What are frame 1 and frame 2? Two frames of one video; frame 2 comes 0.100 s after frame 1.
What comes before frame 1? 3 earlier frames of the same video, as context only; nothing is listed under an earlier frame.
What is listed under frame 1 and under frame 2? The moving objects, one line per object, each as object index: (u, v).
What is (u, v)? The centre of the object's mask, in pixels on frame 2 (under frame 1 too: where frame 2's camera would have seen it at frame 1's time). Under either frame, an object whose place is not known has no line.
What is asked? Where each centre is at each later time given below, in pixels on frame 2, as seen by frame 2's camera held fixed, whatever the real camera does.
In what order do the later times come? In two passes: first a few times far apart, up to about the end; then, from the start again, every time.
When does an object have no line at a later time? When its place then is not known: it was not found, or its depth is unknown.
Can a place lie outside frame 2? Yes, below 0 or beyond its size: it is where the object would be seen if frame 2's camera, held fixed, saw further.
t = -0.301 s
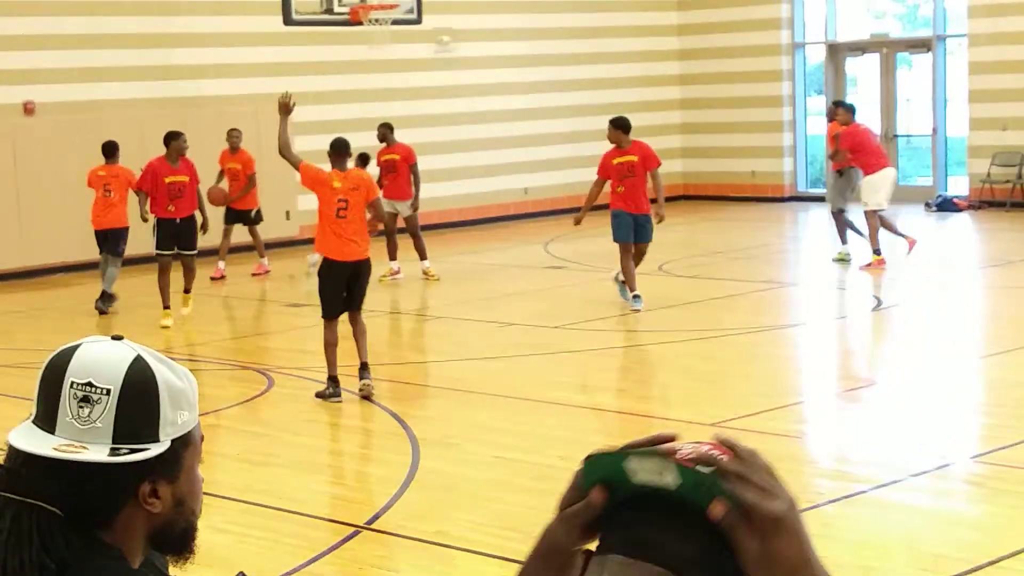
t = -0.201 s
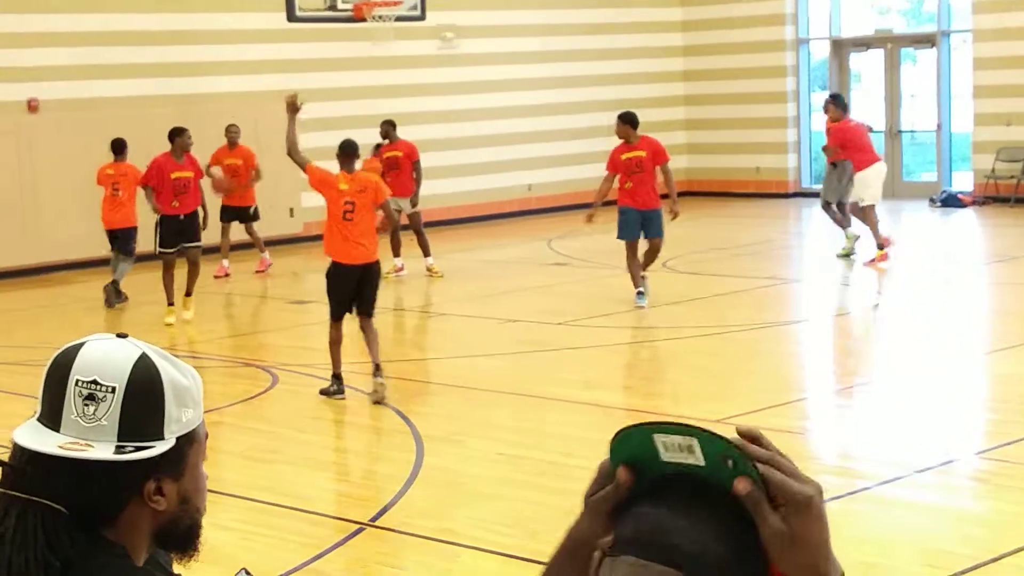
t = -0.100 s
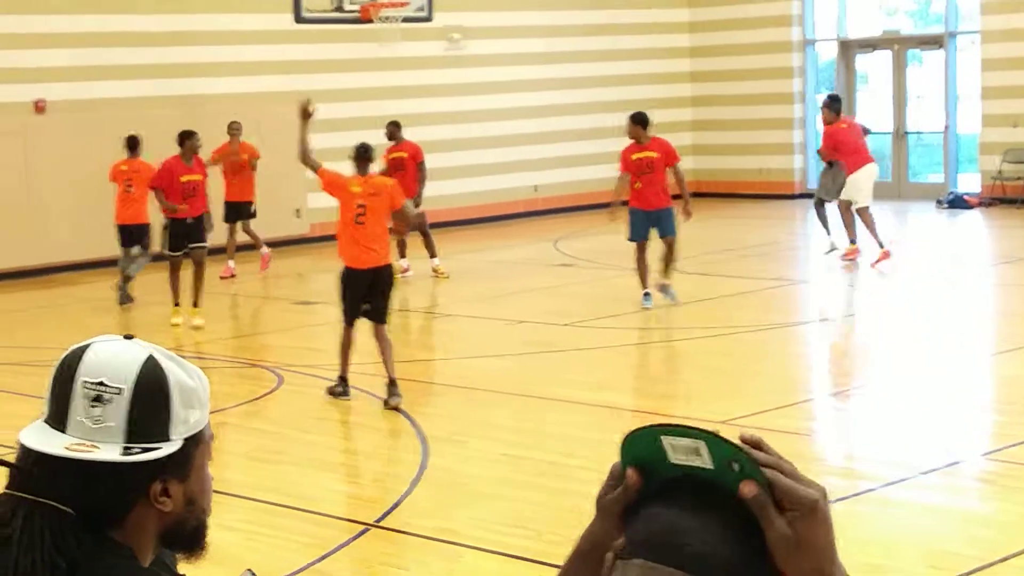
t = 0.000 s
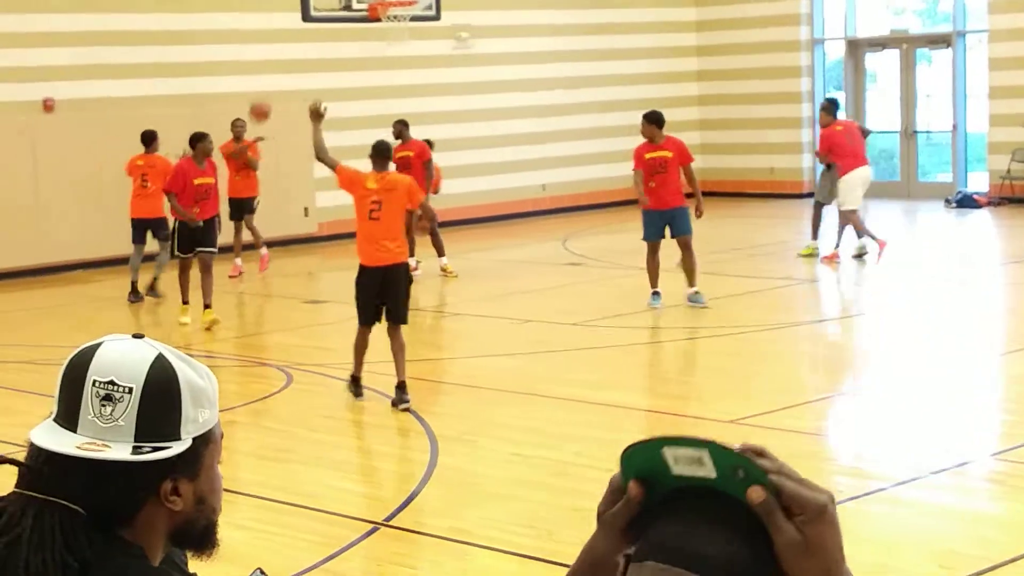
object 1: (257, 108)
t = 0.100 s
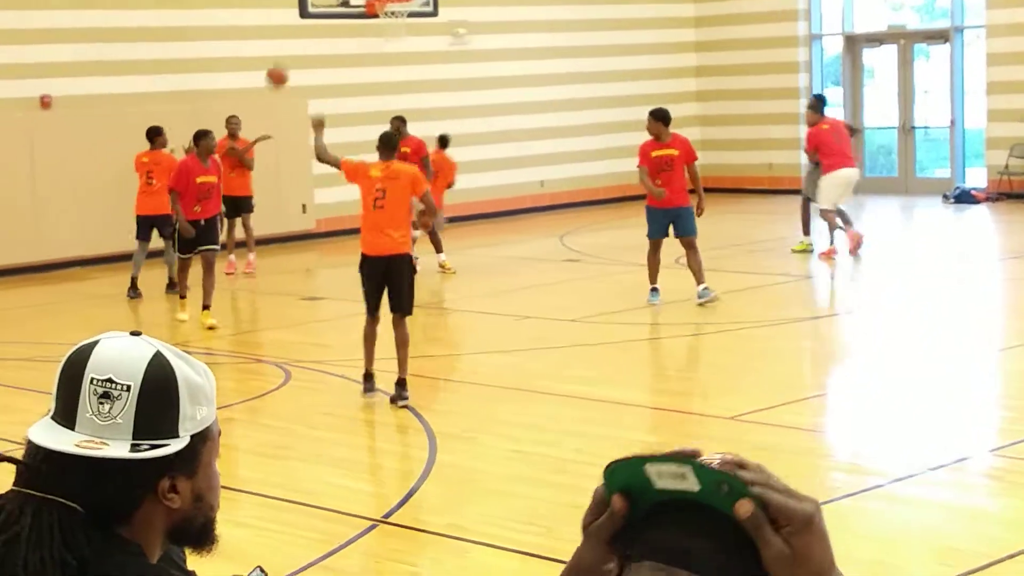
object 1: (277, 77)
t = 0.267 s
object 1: (314, 37)
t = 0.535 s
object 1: (390, 27)
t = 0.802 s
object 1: (489, 98)
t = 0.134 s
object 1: (284, 67)
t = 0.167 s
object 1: (291, 59)
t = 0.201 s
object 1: (298, 52)
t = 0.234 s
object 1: (306, 43)
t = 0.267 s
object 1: (314, 37)
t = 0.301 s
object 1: (322, 33)
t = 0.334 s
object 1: (331, 29)
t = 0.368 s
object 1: (340, 26)
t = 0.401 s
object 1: (350, 24)
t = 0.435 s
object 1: (359, 23)
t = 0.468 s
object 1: (369, 23)
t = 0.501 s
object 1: (380, 25)
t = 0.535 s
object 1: (390, 27)
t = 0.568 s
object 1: (401, 30)
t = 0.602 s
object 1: (412, 34)
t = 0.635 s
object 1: (424, 42)
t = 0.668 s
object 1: (437, 50)
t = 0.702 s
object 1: (450, 58)
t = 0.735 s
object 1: (462, 69)
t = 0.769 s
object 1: (475, 81)
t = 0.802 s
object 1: (489, 98)
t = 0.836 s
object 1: (503, 109)
